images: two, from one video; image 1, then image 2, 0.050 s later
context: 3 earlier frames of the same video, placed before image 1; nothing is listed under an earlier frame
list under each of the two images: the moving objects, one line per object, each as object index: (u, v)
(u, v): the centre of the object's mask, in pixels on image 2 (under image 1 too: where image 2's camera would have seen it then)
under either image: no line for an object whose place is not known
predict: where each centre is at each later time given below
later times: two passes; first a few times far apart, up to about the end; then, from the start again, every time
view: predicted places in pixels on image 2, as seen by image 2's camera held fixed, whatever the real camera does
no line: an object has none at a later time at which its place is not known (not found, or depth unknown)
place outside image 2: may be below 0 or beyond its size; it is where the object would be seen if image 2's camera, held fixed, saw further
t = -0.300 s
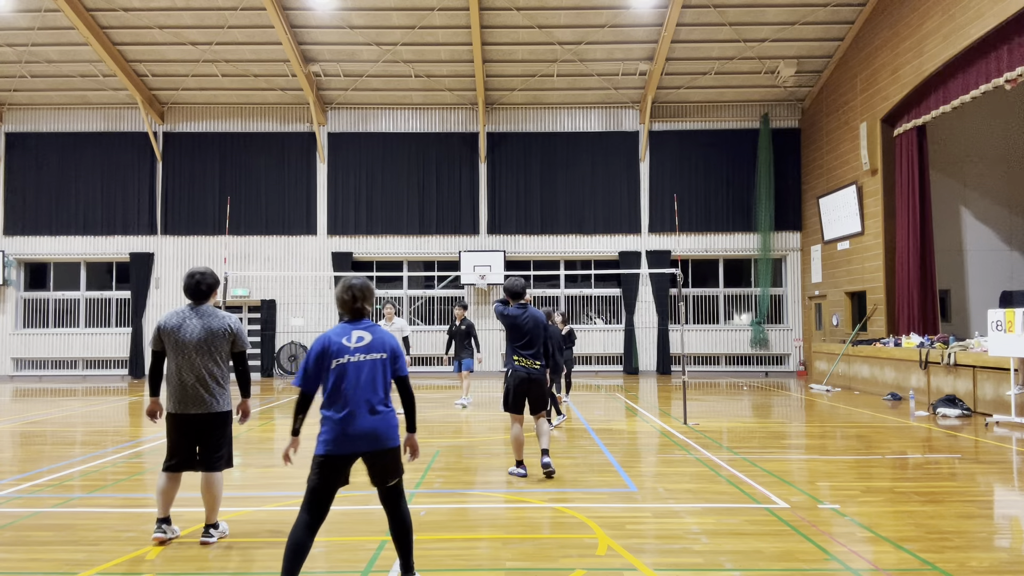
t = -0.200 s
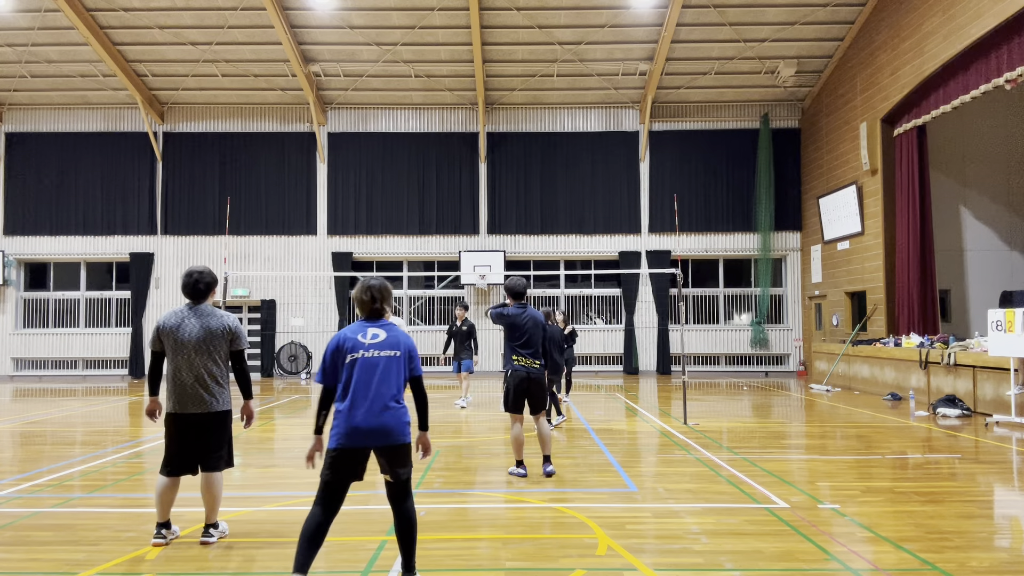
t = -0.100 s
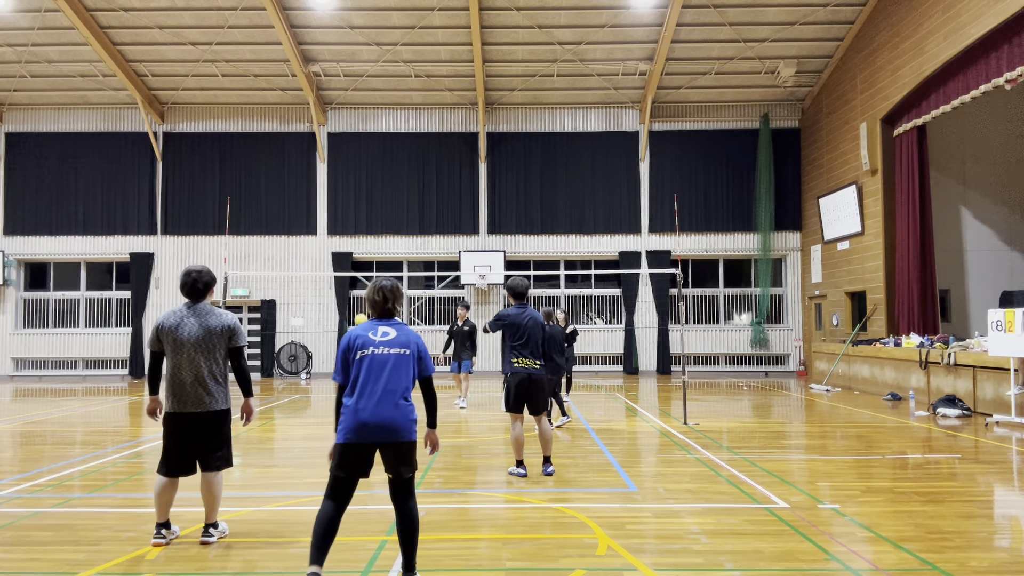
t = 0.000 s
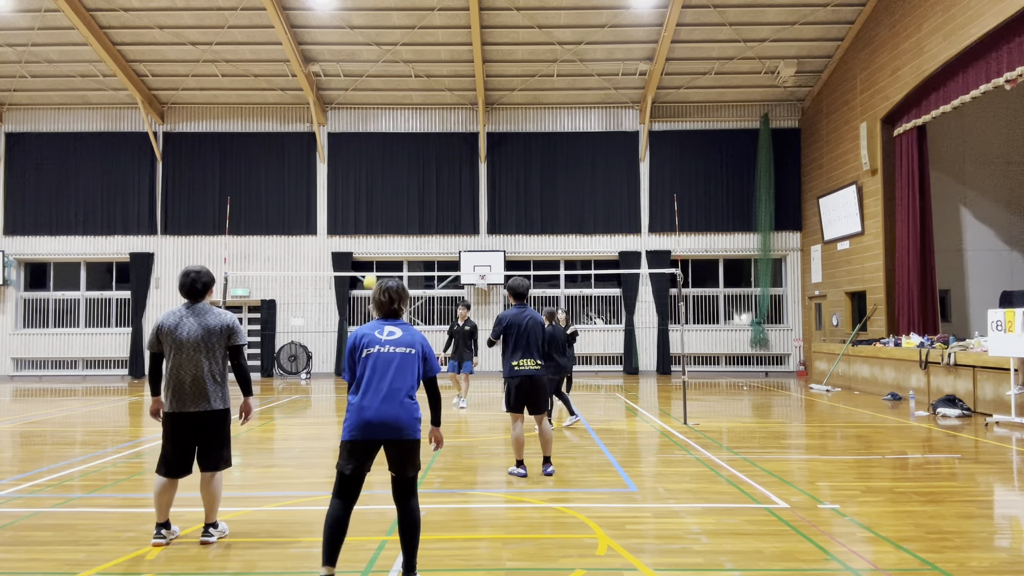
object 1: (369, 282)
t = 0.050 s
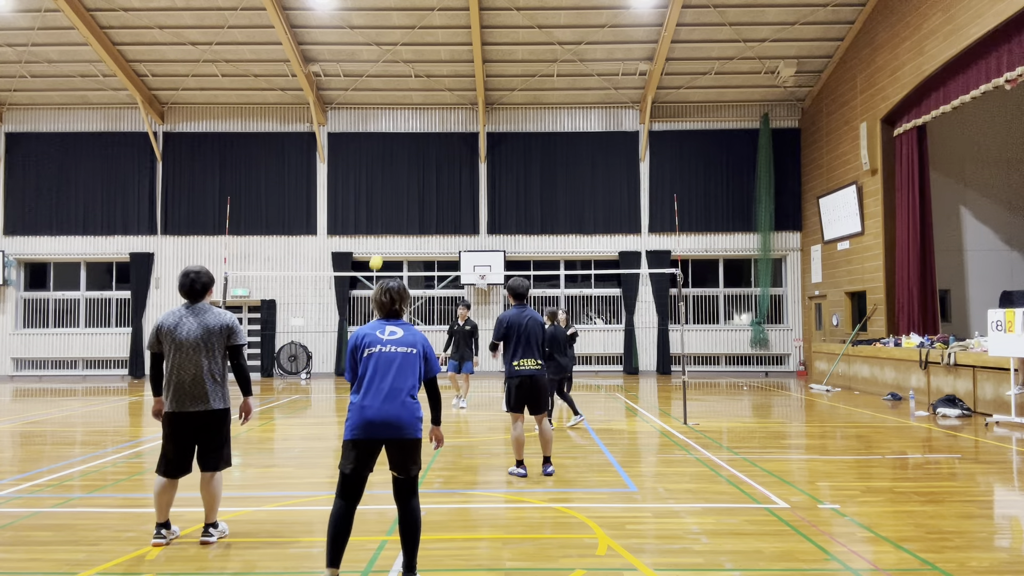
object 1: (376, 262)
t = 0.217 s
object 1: (401, 205)
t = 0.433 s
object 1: (443, 146)
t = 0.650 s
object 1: (495, 108)
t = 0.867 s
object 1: (553, 96)
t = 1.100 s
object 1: (627, 124)
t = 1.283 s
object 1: (694, 185)
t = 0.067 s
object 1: (378, 257)
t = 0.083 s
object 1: (380, 250)
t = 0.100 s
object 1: (382, 244)
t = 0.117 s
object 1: (386, 237)
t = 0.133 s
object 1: (388, 232)
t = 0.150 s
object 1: (390, 227)
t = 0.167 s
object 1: (393, 221)
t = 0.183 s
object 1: (396, 216)
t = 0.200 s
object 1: (398, 210)
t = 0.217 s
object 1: (401, 205)
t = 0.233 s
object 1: (404, 200)
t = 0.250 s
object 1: (407, 195)
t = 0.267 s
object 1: (410, 190)
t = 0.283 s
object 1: (413, 185)
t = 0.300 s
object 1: (416, 180)
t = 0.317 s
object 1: (419, 176)
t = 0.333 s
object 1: (422, 171)
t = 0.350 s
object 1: (425, 167)
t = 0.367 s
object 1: (429, 163)
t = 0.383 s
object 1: (432, 158)
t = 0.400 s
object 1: (435, 154)
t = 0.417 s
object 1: (439, 150)
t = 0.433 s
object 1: (443, 146)
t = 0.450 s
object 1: (446, 143)
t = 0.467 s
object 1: (450, 139)
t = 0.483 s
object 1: (454, 136)
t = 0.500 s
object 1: (458, 132)
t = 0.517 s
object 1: (462, 129)
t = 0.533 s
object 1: (466, 126)
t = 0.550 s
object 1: (470, 123)
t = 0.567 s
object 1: (474, 120)
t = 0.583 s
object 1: (478, 117)
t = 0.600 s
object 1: (483, 115)
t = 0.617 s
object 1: (486, 113)
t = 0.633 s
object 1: (491, 110)
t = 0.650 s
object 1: (495, 108)
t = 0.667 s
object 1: (499, 106)
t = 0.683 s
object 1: (503, 104)
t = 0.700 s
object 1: (508, 102)
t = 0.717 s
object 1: (512, 101)
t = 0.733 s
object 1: (516, 99)
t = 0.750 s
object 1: (521, 98)
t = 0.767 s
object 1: (525, 97)
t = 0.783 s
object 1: (530, 97)
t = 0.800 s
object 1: (534, 96)
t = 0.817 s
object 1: (539, 96)
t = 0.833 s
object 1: (544, 96)
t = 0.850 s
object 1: (548, 96)
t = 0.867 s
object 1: (553, 96)
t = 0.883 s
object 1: (558, 96)
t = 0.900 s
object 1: (563, 97)
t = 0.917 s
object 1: (568, 98)
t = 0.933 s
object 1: (573, 99)
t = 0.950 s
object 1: (579, 100)
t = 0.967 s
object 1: (583, 101)
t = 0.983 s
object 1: (589, 104)
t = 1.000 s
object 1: (594, 106)
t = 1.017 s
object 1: (600, 108)
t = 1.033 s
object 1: (605, 110)
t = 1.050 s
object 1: (610, 114)
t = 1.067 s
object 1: (615, 117)
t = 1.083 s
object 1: (621, 121)
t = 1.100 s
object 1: (627, 124)
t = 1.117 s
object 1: (632, 128)
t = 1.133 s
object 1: (638, 133)
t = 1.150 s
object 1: (644, 137)
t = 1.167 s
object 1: (650, 142)
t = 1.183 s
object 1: (656, 148)
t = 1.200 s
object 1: (662, 153)
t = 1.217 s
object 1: (668, 159)
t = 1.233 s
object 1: (674, 165)
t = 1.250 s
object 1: (681, 171)
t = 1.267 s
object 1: (687, 178)
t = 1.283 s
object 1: (694, 185)
